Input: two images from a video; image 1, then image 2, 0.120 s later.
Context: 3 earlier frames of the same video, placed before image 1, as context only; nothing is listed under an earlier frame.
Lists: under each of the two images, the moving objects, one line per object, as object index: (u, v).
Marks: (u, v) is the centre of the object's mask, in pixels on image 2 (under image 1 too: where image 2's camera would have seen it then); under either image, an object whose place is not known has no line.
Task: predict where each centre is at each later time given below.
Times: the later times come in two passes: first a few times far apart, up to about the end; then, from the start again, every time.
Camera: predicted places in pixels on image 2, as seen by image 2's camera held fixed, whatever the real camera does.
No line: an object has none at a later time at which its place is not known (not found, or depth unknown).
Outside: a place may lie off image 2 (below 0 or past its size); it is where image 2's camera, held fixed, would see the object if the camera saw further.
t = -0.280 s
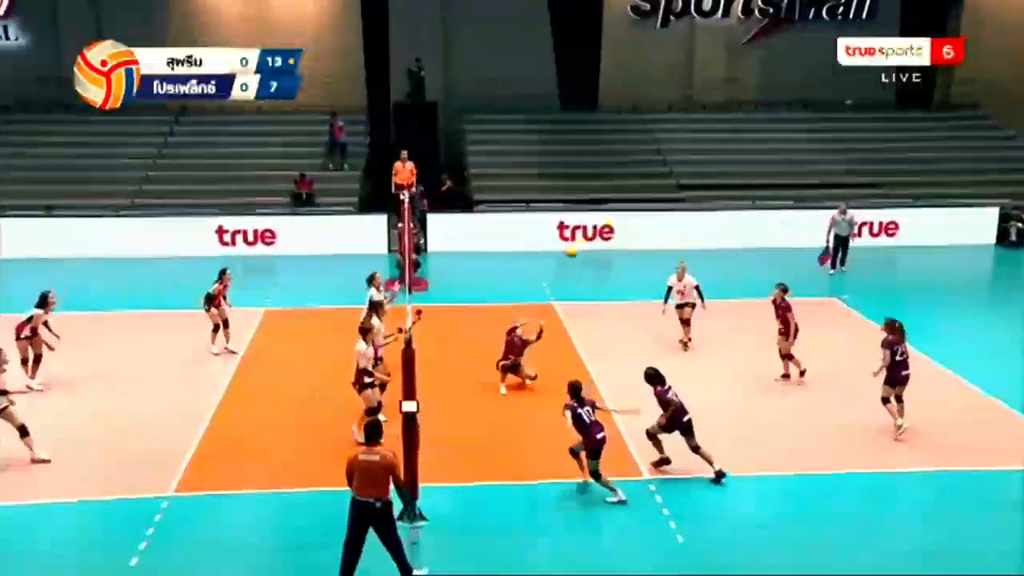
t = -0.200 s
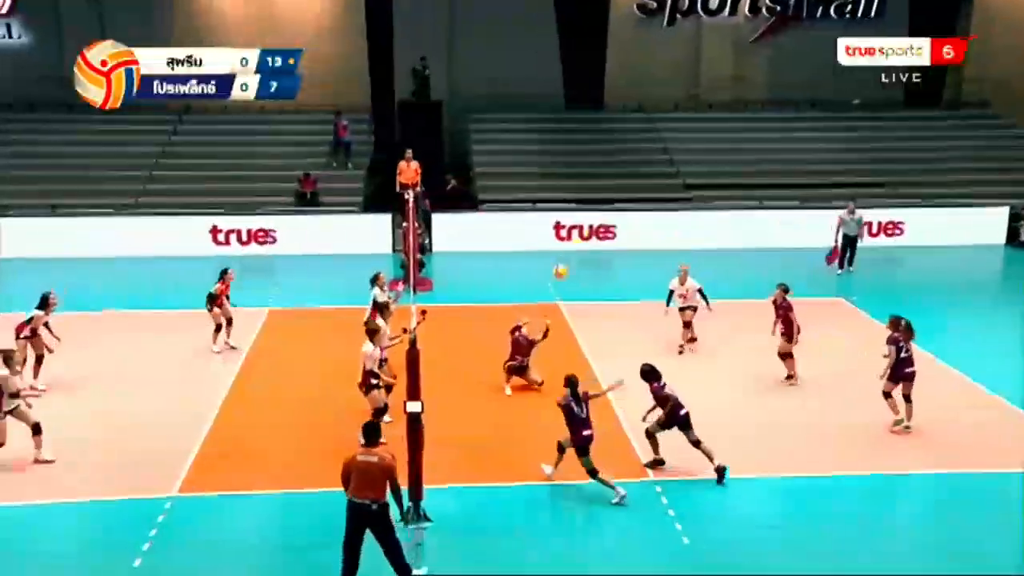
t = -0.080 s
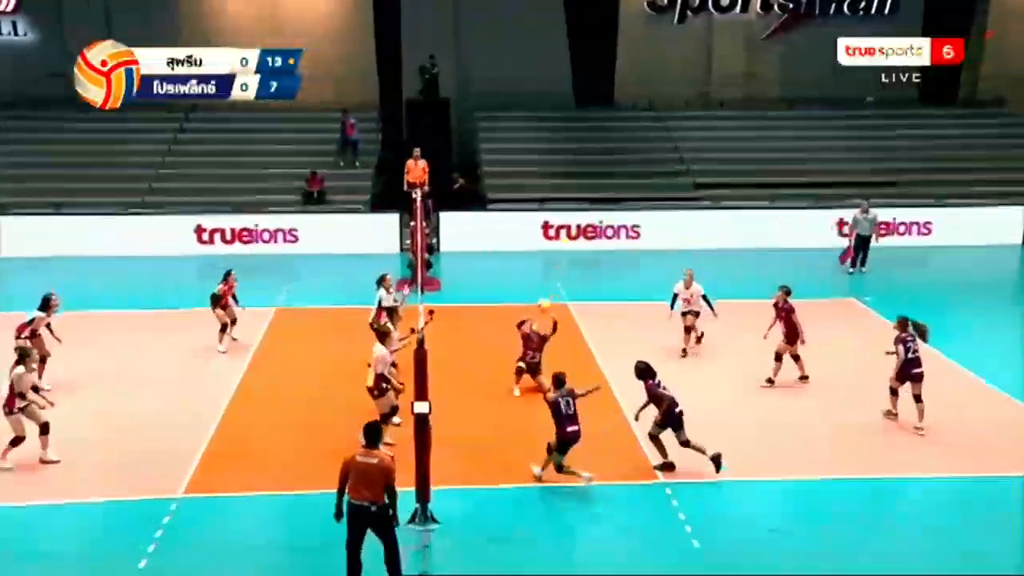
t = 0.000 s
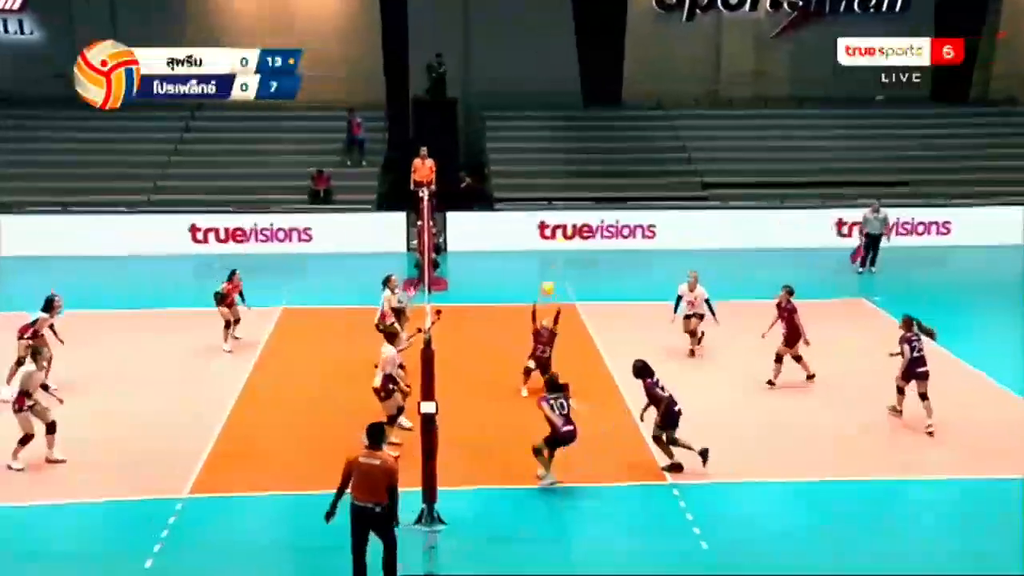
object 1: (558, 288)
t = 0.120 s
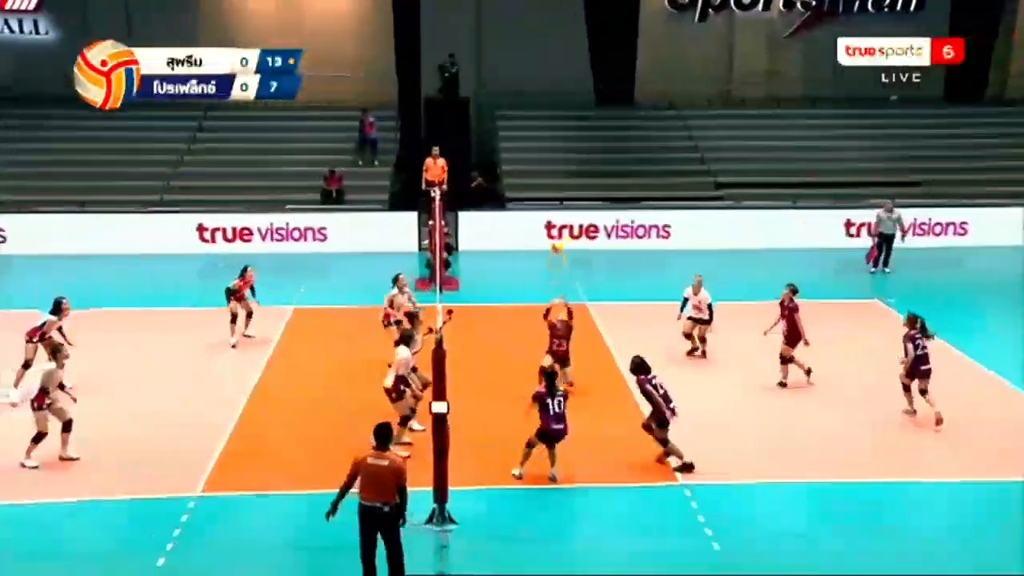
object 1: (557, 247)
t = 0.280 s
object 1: (552, 203)
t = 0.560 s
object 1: (545, 169)
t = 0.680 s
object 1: (543, 170)
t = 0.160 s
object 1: (555, 235)
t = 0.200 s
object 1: (551, 225)
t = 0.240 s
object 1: (553, 212)
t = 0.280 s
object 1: (552, 203)
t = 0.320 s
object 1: (551, 196)
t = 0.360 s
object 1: (550, 188)
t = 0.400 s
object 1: (549, 182)
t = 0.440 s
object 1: (548, 177)
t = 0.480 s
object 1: (547, 173)
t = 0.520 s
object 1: (546, 171)
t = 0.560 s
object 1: (545, 169)
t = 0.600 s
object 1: (544, 168)
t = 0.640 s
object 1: (543, 169)
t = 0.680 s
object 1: (543, 170)
